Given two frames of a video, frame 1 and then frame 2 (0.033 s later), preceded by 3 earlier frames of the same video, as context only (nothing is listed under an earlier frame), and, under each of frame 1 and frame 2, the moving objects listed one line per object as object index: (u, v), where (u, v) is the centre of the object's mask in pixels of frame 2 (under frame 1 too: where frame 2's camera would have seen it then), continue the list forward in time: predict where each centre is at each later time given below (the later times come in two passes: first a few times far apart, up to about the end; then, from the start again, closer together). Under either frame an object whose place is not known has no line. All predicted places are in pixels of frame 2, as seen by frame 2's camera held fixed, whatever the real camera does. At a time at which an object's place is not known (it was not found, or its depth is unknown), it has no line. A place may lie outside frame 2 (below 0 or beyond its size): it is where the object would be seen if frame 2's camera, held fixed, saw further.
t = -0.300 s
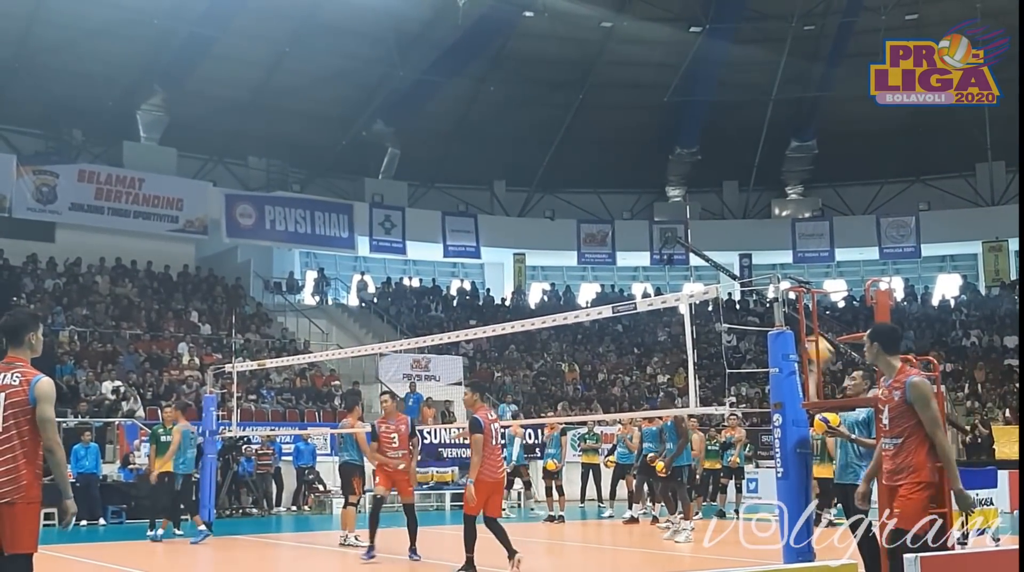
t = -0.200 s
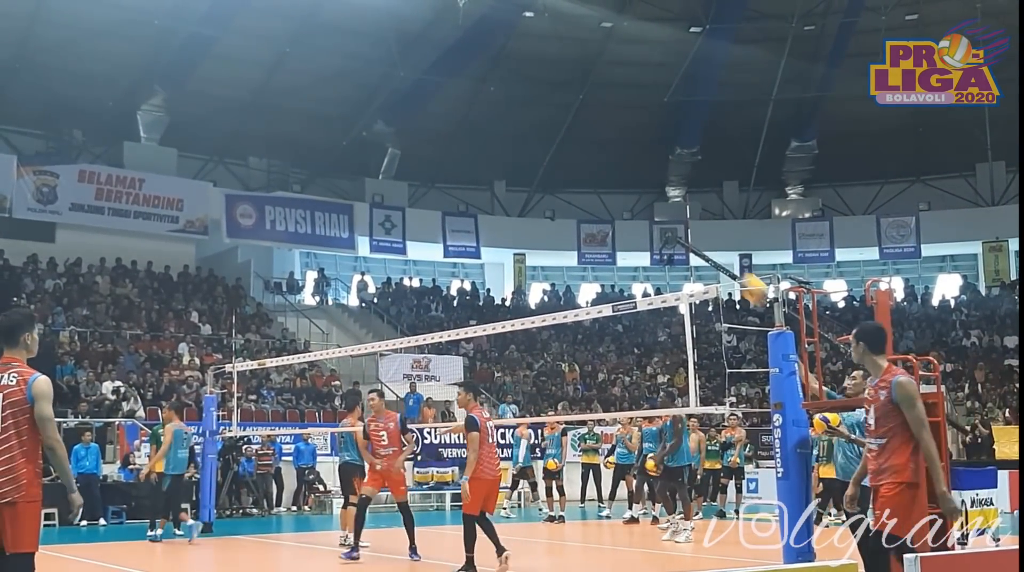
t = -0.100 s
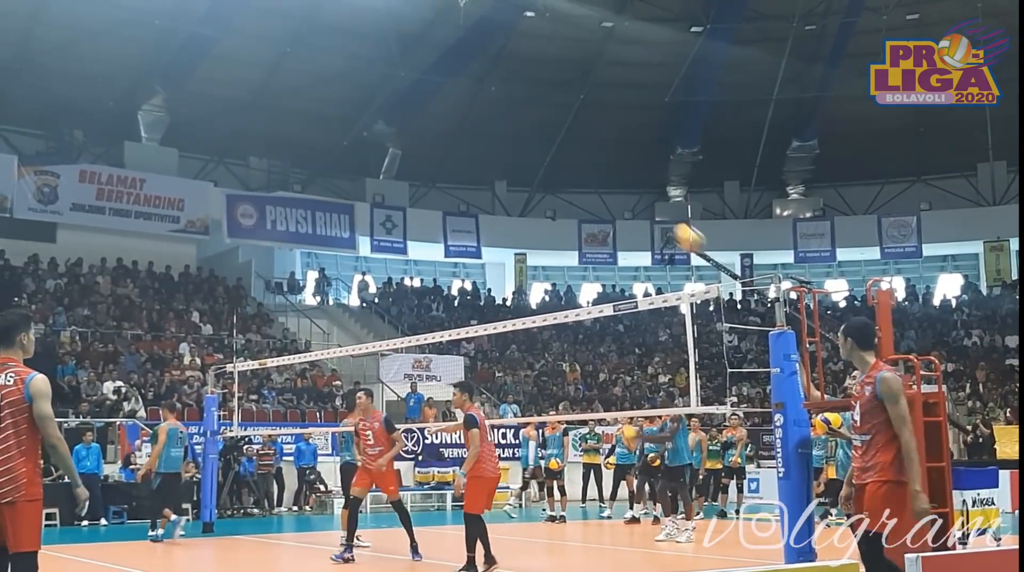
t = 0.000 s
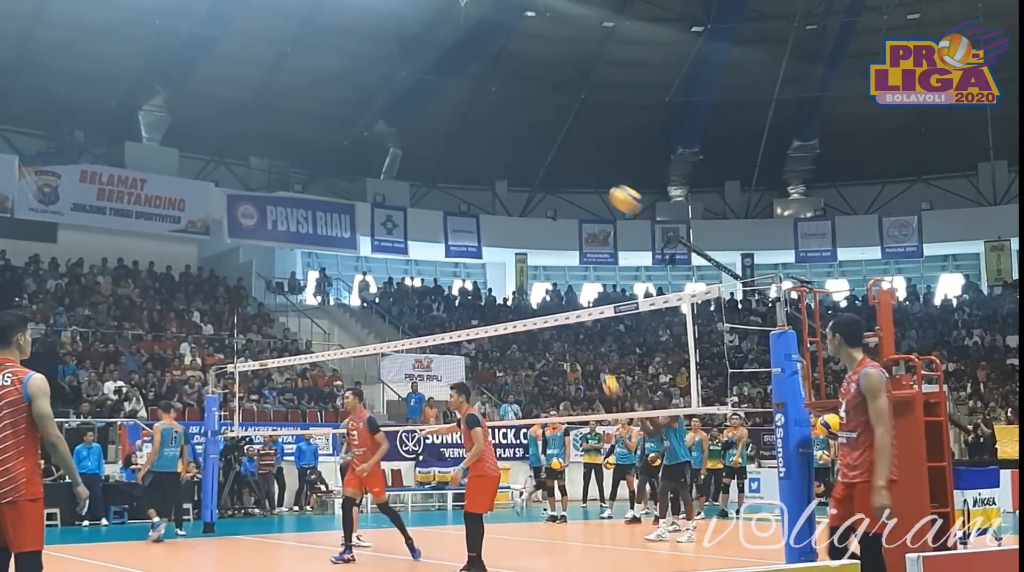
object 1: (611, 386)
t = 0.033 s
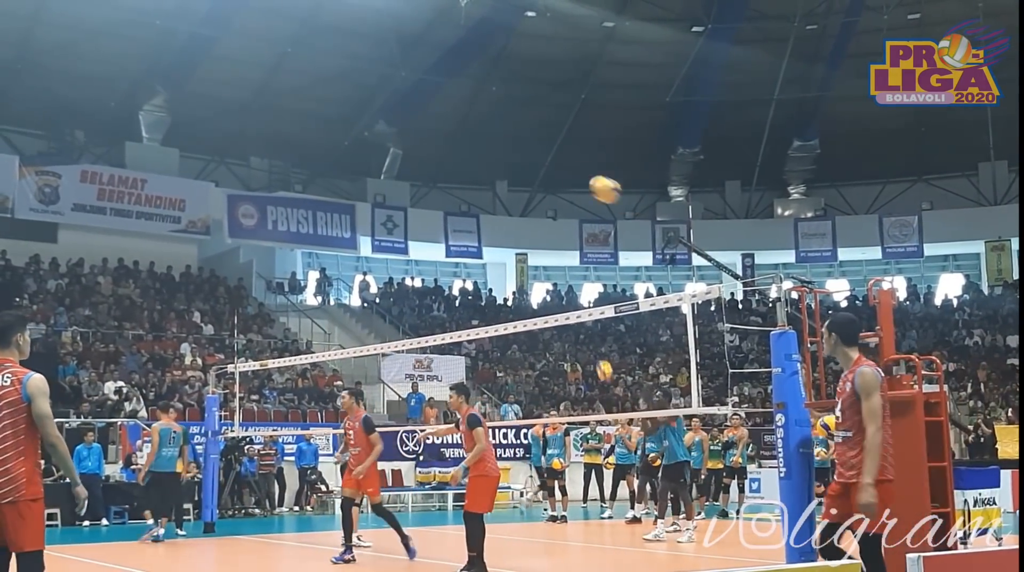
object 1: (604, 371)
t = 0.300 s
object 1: (559, 287)
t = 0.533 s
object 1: (522, 259)
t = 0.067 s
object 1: (598, 357)
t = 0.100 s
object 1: (592, 344)
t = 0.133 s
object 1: (587, 332)
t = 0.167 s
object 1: (582, 325)
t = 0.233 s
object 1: (570, 302)
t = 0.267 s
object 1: (564, 295)
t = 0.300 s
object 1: (559, 287)
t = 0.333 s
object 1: (554, 280)
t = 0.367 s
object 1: (548, 274)
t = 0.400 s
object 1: (543, 270)
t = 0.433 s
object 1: (538, 266)
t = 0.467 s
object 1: (532, 263)
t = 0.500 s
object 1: (527, 260)
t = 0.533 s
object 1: (522, 259)
